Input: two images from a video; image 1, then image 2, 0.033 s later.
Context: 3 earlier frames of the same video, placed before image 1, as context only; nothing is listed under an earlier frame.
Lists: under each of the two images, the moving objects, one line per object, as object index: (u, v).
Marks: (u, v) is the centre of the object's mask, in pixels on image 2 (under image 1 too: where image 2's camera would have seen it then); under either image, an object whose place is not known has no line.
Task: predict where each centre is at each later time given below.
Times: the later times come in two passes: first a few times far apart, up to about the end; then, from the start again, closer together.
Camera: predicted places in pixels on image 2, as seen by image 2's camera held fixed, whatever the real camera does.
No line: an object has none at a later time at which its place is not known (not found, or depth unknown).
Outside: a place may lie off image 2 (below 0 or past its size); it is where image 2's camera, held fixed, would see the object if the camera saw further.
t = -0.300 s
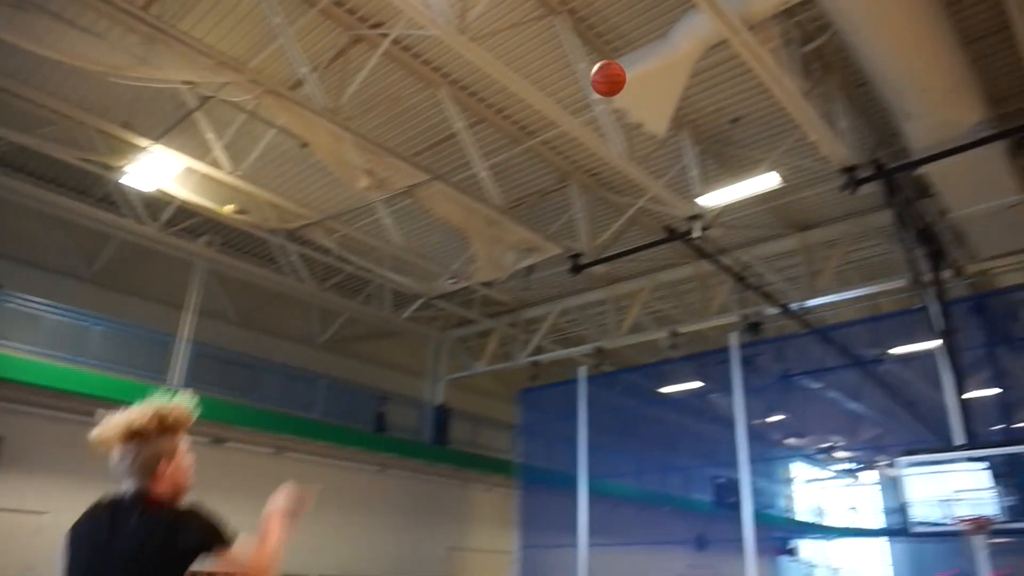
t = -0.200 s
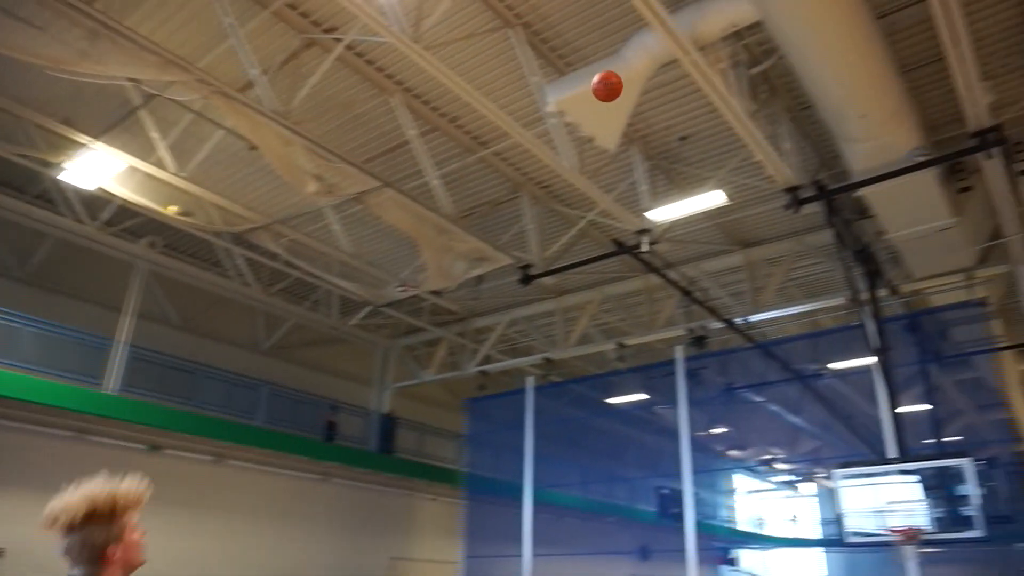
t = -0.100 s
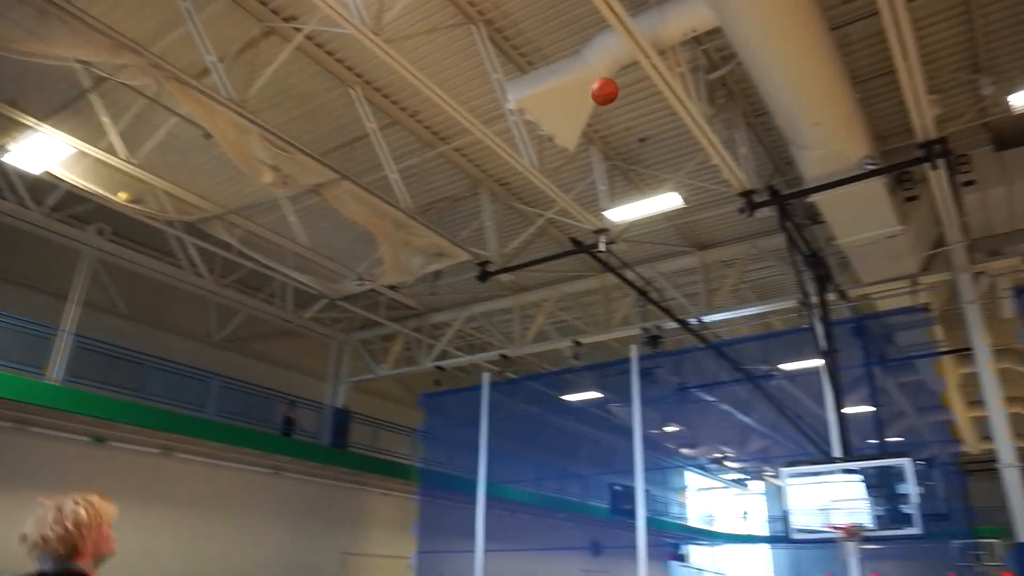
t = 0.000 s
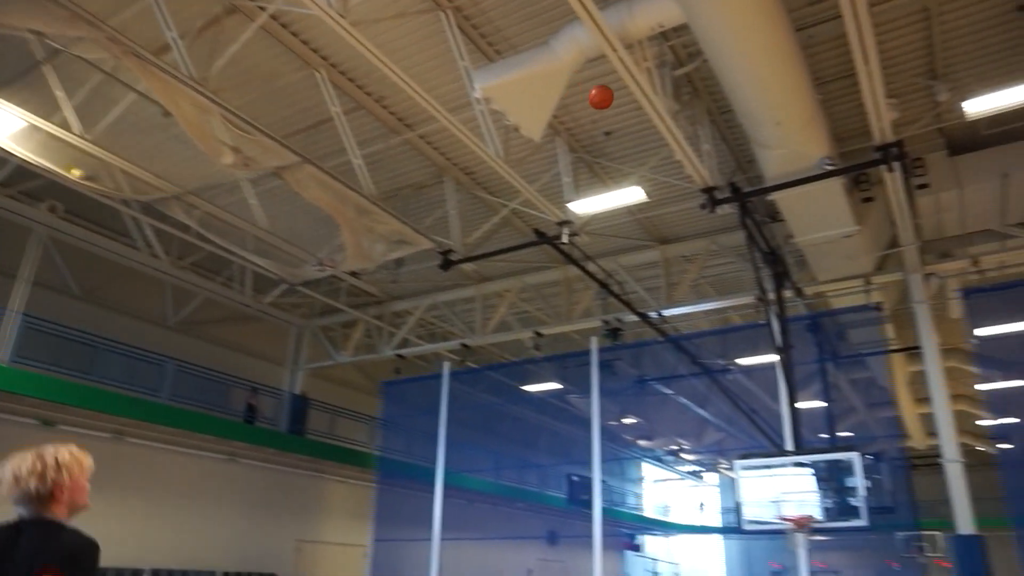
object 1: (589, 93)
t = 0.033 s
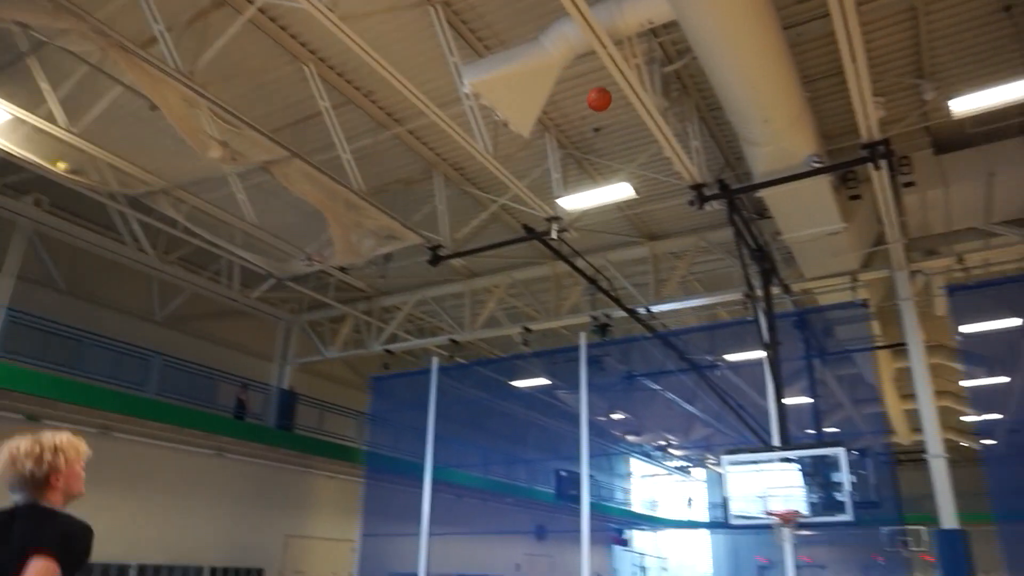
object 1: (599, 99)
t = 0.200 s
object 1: (638, 137)
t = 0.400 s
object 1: (675, 197)
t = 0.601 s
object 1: (706, 271)
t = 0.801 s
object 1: (737, 360)
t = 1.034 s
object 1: (777, 484)
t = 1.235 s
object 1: (786, 522)
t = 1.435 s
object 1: (778, 542)
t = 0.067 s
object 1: (608, 106)
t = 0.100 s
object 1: (616, 113)
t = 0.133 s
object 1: (624, 121)
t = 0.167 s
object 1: (631, 129)
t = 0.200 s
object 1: (638, 137)
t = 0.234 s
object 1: (647, 146)
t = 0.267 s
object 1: (651, 155)
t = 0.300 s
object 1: (658, 165)
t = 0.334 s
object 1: (664, 175)
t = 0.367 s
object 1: (670, 186)
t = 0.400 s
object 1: (675, 197)
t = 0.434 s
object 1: (682, 209)
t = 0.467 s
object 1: (687, 221)
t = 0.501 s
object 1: (693, 233)
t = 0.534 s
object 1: (697, 245)
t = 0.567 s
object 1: (701, 257)
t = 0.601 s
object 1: (706, 271)
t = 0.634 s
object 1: (710, 283)
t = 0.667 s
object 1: (715, 297)
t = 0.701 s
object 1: (720, 313)
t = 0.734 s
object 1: (726, 327)
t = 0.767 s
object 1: (731, 343)
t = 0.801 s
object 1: (737, 360)
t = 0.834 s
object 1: (743, 376)
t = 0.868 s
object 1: (748, 393)
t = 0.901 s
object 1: (753, 410)
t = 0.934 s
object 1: (759, 428)
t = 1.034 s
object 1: (777, 484)
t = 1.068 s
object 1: (782, 503)
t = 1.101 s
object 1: (785, 516)
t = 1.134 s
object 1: (787, 520)
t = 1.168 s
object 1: (787, 521)
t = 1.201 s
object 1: (787, 521)
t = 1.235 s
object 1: (786, 522)
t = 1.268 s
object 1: (784, 524)
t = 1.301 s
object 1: (783, 525)
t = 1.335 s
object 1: (781, 529)
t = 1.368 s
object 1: (780, 533)
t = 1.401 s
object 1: (779, 537)
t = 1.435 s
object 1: (778, 542)
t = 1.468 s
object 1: (776, 546)
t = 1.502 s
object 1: (775, 553)
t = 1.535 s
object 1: (774, 560)
